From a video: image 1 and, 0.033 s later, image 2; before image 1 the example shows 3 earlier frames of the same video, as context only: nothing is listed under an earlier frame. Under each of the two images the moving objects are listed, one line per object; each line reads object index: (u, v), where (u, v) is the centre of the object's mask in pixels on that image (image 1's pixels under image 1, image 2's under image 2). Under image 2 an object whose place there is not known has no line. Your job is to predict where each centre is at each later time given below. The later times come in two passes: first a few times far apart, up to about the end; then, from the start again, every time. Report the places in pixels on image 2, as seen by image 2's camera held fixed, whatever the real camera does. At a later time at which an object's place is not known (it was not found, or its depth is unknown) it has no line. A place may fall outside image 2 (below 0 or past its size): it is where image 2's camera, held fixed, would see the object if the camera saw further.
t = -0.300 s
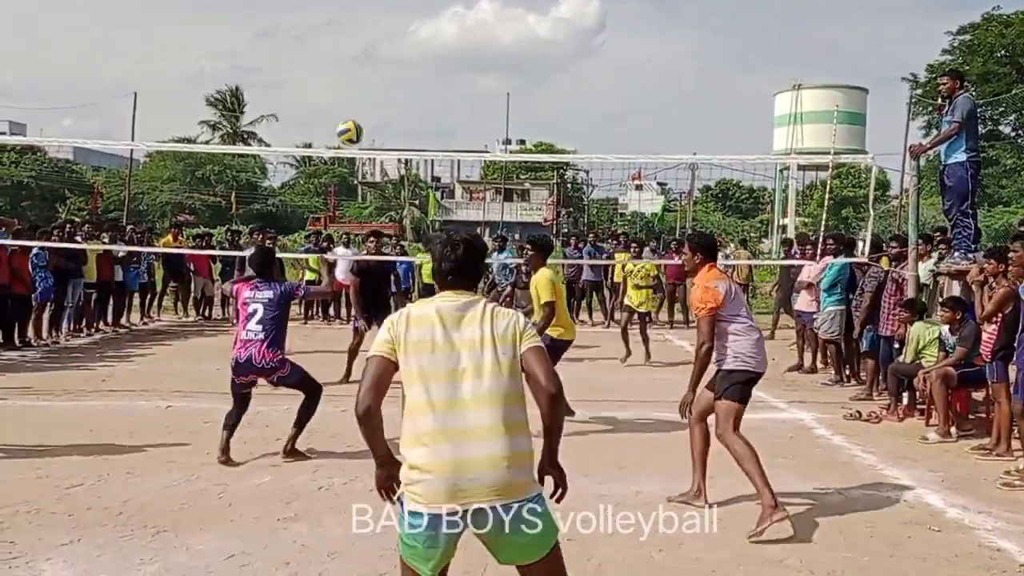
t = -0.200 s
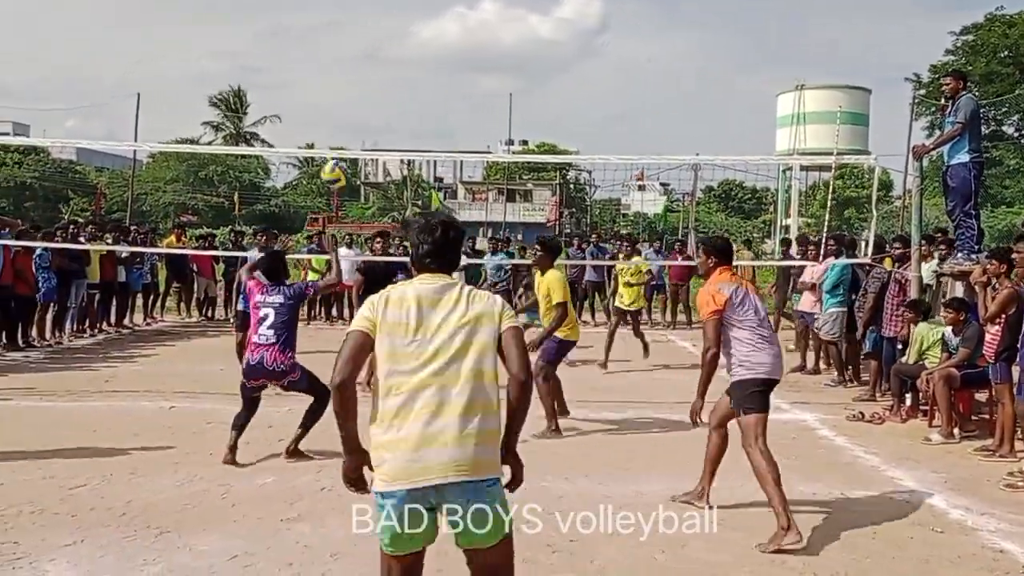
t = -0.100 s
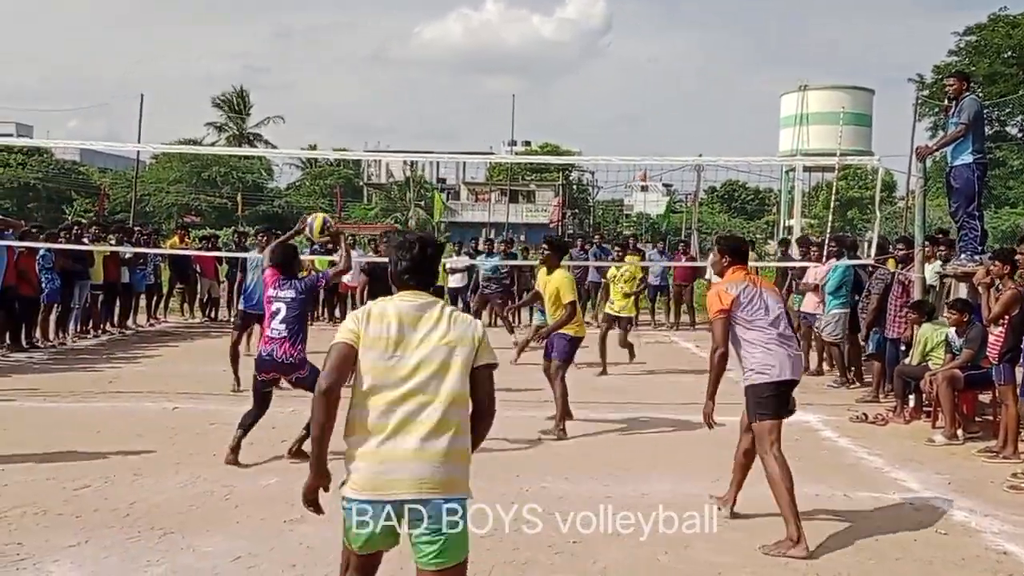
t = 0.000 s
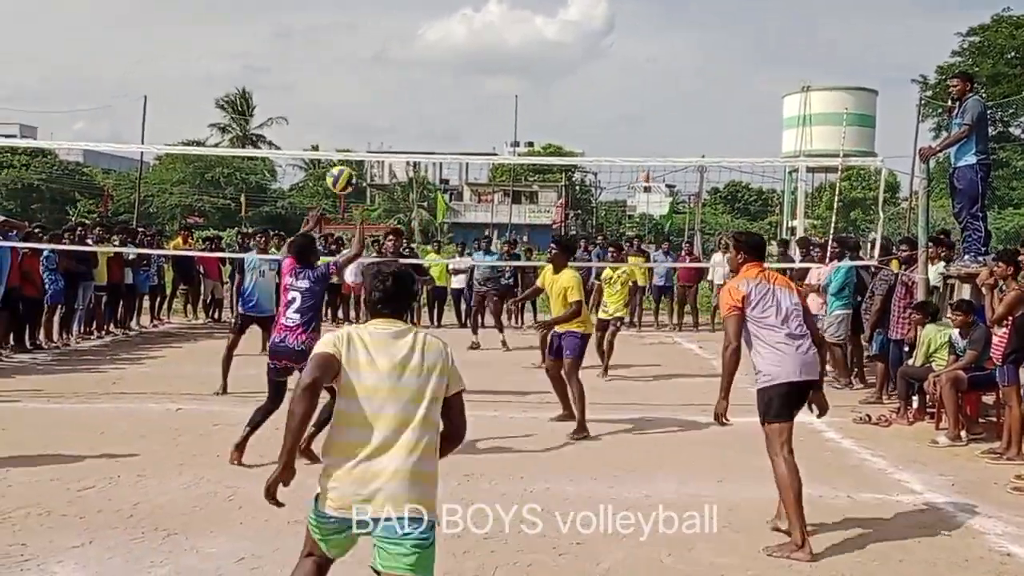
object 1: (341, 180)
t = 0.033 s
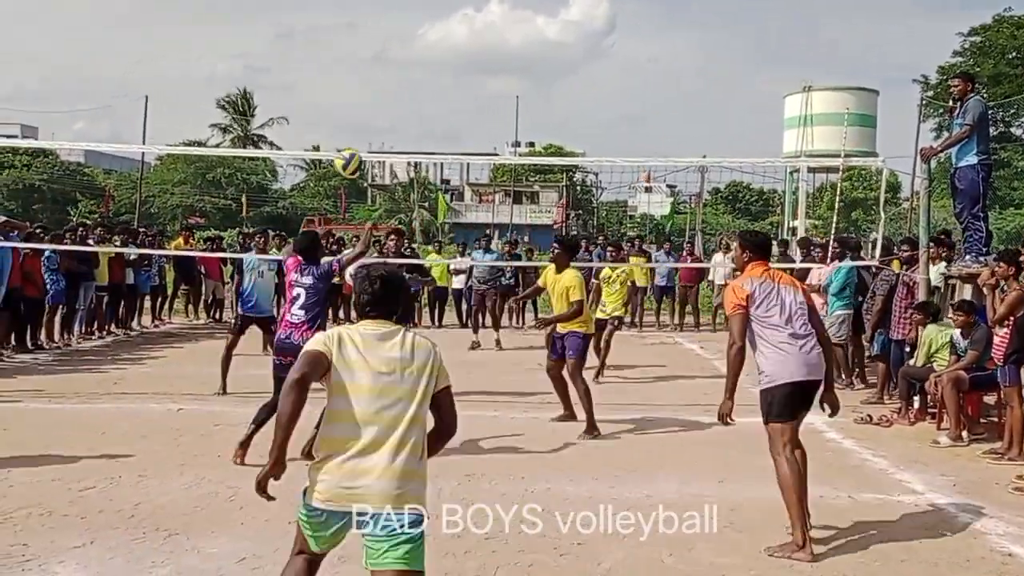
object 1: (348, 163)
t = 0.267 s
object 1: (395, 91)
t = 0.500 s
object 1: (438, 92)
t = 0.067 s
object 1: (356, 149)
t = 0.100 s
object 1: (363, 136)
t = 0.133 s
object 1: (369, 124)
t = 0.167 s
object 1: (376, 114)
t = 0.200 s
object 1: (382, 105)
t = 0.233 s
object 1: (389, 98)
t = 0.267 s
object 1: (395, 91)
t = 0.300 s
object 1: (402, 87)
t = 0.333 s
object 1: (408, 85)
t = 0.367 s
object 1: (414, 83)
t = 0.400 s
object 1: (420, 83)
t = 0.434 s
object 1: (426, 85)
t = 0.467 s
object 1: (432, 88)
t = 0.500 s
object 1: (438, 92)
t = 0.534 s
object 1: (443, 98)
